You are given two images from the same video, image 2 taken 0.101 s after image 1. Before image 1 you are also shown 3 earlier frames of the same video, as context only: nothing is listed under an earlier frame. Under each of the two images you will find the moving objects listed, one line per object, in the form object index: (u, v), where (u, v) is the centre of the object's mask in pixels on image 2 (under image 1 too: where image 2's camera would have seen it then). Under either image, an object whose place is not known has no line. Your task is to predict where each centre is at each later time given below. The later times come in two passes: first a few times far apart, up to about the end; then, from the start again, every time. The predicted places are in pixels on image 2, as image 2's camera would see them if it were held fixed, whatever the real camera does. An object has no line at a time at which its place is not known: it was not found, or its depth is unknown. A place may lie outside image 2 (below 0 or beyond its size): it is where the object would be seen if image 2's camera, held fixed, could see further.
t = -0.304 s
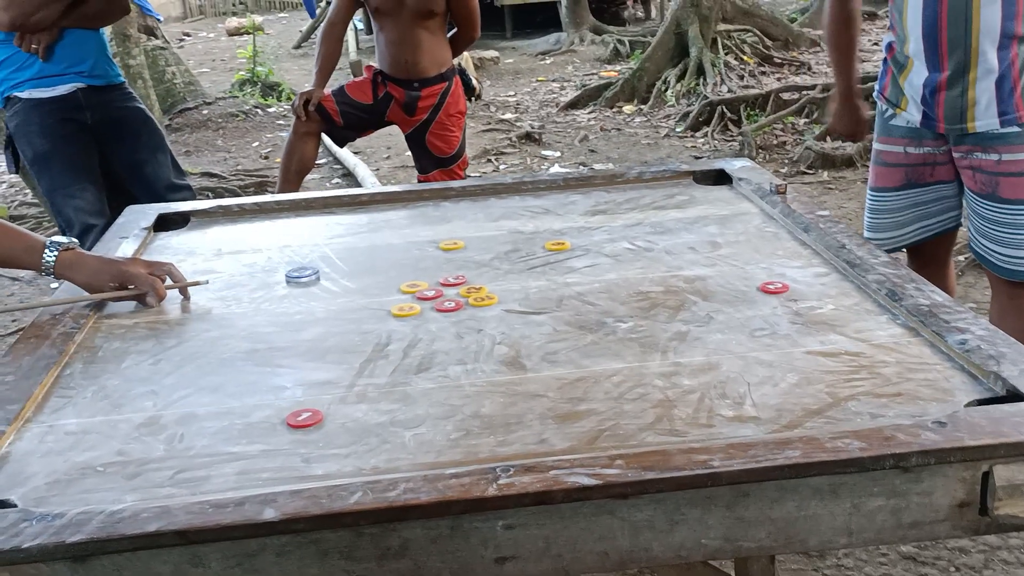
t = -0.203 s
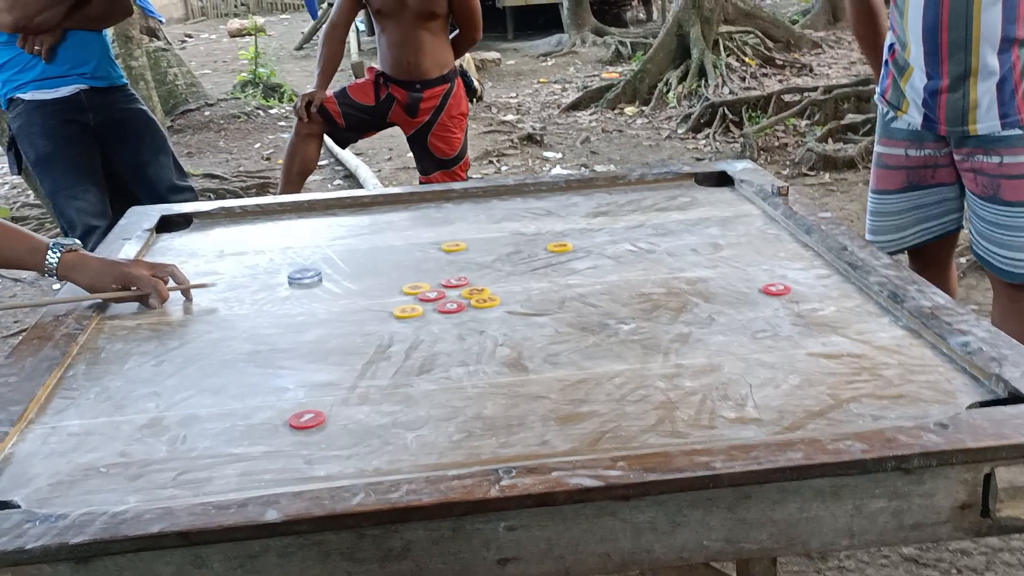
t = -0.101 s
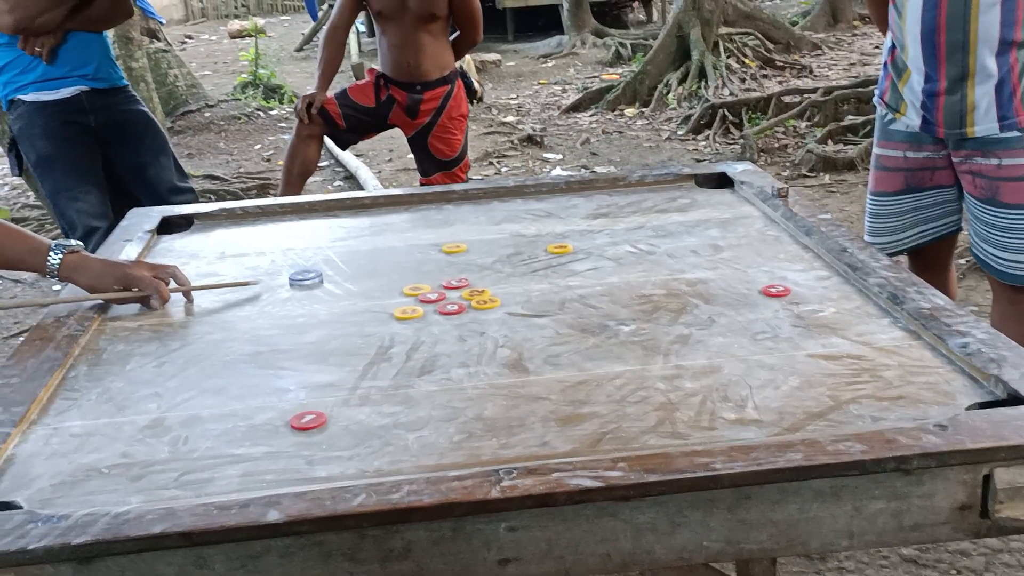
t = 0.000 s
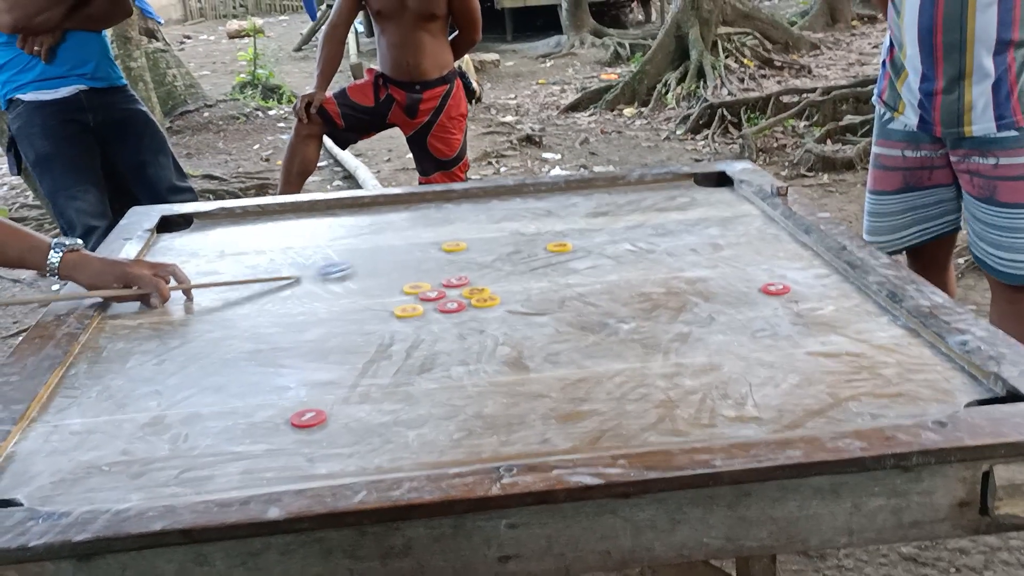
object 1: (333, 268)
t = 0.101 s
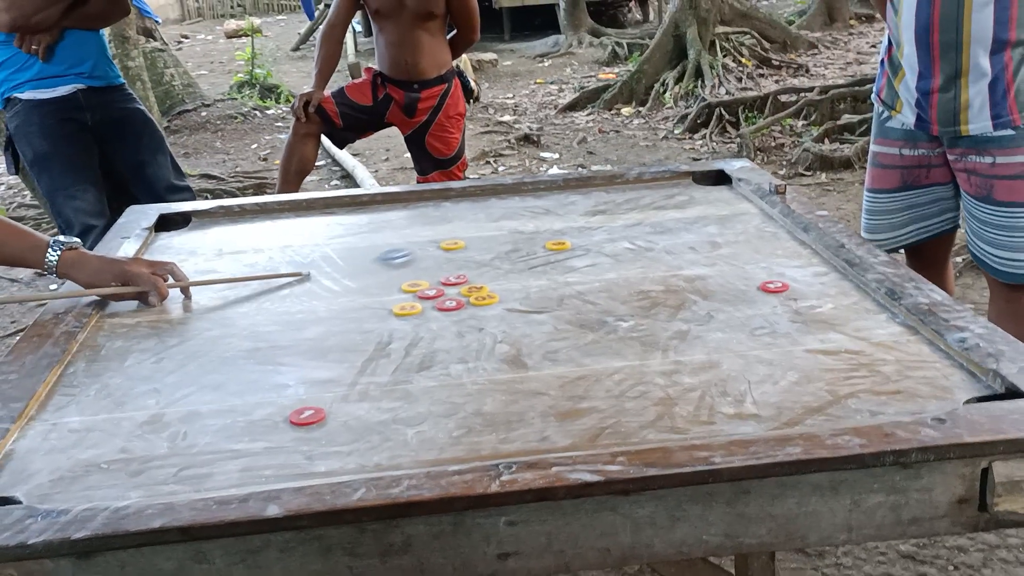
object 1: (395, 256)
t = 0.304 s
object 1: (462, 244)
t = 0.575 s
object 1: (504, 236)
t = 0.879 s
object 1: (514, 234)
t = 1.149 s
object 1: (515, 234)
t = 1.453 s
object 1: (514, 234)
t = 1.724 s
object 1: (515, 234)
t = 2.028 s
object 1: (515, 234)
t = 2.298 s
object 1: (515, 234)
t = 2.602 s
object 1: (515, 234)
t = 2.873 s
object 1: (515, 234)
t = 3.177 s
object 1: (515, 234)
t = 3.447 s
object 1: (515, 234)
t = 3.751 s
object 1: (515, 234)
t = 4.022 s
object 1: (515, 234)
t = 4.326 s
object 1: (516, 234)
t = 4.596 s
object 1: (516, 234)
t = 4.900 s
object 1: (516, 234)
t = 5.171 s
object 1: (516, 234)
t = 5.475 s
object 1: (516, 234)
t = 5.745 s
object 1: (516, 234)
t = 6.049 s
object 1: (516, 234)
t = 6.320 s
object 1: (515, 234)
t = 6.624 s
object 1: (515, 234)
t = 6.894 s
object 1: (515, 234)
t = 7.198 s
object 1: (516, 234)
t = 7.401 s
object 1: (516, 234)
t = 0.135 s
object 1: (414, 252)
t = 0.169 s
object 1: (430, 249)
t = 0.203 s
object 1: (439, 248)
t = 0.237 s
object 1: (447, 247)
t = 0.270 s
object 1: (455, 245)
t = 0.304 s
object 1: (462, 244)
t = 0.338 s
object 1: (469, 242)
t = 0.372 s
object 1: (475, 241)
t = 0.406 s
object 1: (481, 240)
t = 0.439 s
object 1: (487, 239)
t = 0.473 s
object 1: (492, 238)
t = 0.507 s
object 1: (496, 237)
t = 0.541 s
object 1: (500, 237)
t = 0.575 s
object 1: (504, 236)
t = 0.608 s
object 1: (507, 235)
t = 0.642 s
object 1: (509, 235)
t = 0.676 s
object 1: (512, 235)
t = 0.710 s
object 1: (513, 234)
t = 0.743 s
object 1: (514, 234)
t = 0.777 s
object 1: (514, 234)
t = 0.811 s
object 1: (514, 234)
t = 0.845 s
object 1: (514, 234)
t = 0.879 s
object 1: (514, 234)
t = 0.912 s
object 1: (514, 234)
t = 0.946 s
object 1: (514, 234)
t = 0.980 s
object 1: (514, 234)
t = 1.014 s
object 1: (514, 234)
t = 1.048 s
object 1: (514, 234)
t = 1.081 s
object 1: (514, 234)
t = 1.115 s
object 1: (515, 234)
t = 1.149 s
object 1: (515, 234)
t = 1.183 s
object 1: (515, 234)
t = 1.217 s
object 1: (514, 234)
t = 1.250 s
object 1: (514, 234)
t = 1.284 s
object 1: (514, 234)
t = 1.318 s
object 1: (515, 234)
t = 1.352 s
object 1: (515, 234)
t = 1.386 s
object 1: (515, 234)
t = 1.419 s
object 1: (514, 234)
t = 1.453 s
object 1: (514, 234)
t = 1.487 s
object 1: (514, 234)
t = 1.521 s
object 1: (515, 234)
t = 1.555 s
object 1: (515, 234)
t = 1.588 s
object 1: (515, 234)
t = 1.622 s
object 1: (514, 234)
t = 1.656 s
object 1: (514, 234)
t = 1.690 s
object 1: (514, 234)
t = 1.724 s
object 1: (515, 234)
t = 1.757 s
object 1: (515, 234)
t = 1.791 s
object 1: (514, 234)
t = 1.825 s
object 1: (515, 234)
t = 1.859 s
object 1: (514, 234)
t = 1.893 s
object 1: (514, 234)
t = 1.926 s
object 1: (515, 234)
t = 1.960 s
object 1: (515, 234)
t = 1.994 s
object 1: (515, 234)
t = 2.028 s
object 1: (515, 234)
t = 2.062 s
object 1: (515, 234)
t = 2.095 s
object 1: (515, 234)
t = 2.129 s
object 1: (515, 234)
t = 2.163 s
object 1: (515, 234)
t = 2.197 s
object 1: (515, 234)
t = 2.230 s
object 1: (515, 234)
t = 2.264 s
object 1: (515, 234)
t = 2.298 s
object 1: (515, 234)
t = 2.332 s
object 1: (515, 234)
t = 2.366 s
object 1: (515, 234)
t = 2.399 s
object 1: (515, 234)
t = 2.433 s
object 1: (515, 234)
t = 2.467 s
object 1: (515, 234)
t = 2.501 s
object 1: (515, 234)
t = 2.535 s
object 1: (515, 234)
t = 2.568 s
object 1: (515, 234)
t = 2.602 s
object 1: (515, 234)
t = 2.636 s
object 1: (515, 234)
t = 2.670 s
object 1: (515, 234)
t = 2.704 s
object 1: (515, 234)
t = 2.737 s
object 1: (515, 234)
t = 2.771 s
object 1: (515, 234)
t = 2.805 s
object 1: (515, 234)
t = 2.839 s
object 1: (515, 234)
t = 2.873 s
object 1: (515, 234)
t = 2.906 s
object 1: (515, 234)
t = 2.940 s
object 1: (515, 234)
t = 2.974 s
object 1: (515, 234)
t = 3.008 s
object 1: (515, 234)
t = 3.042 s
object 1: (515, 234)
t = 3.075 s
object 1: (515, 234)
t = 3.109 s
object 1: (515, 234)
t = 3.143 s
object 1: (515, 234)
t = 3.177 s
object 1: (515, 234)
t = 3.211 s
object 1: (515, 234)
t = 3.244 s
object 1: (515, 234)
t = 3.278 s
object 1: (515, 234)
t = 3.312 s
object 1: (515, 234)
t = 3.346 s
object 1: (515, 234)
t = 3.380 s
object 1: (515, 234)
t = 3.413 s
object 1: (515, 234)
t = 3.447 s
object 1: (515, 234)
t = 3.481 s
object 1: (515, 234)
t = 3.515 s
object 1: (515, 234)
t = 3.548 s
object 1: (515, 234)
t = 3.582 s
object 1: (515, 234)
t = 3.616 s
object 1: (515, 234)
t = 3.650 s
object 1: (515, 234)
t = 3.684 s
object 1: (515, 234)
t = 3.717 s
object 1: (515, 234)
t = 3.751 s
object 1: (515, 234)
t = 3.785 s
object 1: (515, 234)
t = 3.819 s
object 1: (515, 234)
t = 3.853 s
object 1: (515, 234)
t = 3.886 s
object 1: (515, 234)
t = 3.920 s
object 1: (515, 234)
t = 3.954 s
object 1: (515, 234)
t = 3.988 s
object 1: (515, 234)
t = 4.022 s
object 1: (515, 234)
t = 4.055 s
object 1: (516, 234)
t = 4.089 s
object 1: (516, 234)
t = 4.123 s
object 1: (516, 234)
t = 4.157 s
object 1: (516, 234)
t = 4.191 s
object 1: (516, 234)
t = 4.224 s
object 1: (516, 234)
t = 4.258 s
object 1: (516, 234)
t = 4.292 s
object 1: (516, 234)
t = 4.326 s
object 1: (516, 234)
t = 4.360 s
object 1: (516, 234)
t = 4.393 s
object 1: (516, 234)
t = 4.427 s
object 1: (516, 234)
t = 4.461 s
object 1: (516, 234)
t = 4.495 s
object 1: (516, 234)
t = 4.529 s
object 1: (516, 234)
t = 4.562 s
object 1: (516, 234)
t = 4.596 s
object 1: (516, 234)
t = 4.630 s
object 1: (516, 234)
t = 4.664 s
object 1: (516, 234)
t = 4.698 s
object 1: (516, 234)
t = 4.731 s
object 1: (516, 234)
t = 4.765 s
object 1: (516, 234)
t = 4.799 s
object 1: (516, 234)
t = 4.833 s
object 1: (516, 234)
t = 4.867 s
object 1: (516, 234)
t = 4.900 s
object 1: (516, 234)
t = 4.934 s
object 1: (516, 234)
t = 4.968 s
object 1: (516, 234)
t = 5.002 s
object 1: (516, 234)
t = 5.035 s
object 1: (516, 234)
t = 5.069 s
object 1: (516, 234)
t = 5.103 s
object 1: (516, 234)
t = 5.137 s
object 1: (516, 234)
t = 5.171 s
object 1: (516, 234)
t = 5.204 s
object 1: (516, 234)
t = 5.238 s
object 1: (516, 234)
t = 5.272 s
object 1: (516, 234)
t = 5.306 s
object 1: (516, 234)
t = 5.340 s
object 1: (516, 234)
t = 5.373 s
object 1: (516, 234)
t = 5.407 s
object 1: (516, 234)
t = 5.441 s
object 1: (516, 234)
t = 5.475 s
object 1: (516, 234)
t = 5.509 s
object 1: (516, 234)
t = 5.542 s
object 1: (516, 234)
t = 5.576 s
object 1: (516, 234)
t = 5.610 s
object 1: (516, 234)
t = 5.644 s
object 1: (516, 234)
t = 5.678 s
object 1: (516, 234)
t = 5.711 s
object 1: (516, 234)
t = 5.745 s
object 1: (516, 234)
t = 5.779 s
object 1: (516, 234)
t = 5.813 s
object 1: (516, 234)
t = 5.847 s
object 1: (516, 234)
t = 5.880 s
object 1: (516, 234)
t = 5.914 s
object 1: (516, 234)
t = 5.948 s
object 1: (516, 234)
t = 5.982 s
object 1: (516, 234)
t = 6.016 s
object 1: (516, 234)
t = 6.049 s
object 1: (516, 234)
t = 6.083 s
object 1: (516, 234)
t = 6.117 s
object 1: (516, 234)
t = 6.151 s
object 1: (516, 234)
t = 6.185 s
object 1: (516, 234)
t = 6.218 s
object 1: (515, 234)
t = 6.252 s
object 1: (516, 234)
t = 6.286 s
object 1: (515, 234)
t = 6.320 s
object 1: (515, 234)
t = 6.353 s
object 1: (515, 234)
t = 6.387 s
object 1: (515, 234)
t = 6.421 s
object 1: (515, 234)
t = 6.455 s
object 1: (515, 234)
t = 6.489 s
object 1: (515, 234)
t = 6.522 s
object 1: (515, 234)
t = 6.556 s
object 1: (515, 234)
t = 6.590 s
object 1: (515, 234)
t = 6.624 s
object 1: (515, 234)
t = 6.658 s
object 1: (515, 234)
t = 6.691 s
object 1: (515, 234)
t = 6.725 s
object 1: (515, 234)
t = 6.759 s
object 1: (515, 234)
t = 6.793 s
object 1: (515, 234)
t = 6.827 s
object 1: (515, 234)
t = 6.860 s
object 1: (515, 234)
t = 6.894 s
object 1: (515, 234)
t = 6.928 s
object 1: (516, 234)
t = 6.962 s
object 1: (516, 234)
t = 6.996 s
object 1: (516, 234)
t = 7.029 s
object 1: (516, 234)
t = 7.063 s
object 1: (516, 234)
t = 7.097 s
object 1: (516, 234)
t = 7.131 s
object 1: (516, 234)
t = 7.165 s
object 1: (516, 234)
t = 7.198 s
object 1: (516, 234)
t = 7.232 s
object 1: (516, 234)
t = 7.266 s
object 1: (516, 234)
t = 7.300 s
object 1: (516, 234)
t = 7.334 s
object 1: (516, 234)
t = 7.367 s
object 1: (516, 234)
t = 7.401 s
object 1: (516, 234)
